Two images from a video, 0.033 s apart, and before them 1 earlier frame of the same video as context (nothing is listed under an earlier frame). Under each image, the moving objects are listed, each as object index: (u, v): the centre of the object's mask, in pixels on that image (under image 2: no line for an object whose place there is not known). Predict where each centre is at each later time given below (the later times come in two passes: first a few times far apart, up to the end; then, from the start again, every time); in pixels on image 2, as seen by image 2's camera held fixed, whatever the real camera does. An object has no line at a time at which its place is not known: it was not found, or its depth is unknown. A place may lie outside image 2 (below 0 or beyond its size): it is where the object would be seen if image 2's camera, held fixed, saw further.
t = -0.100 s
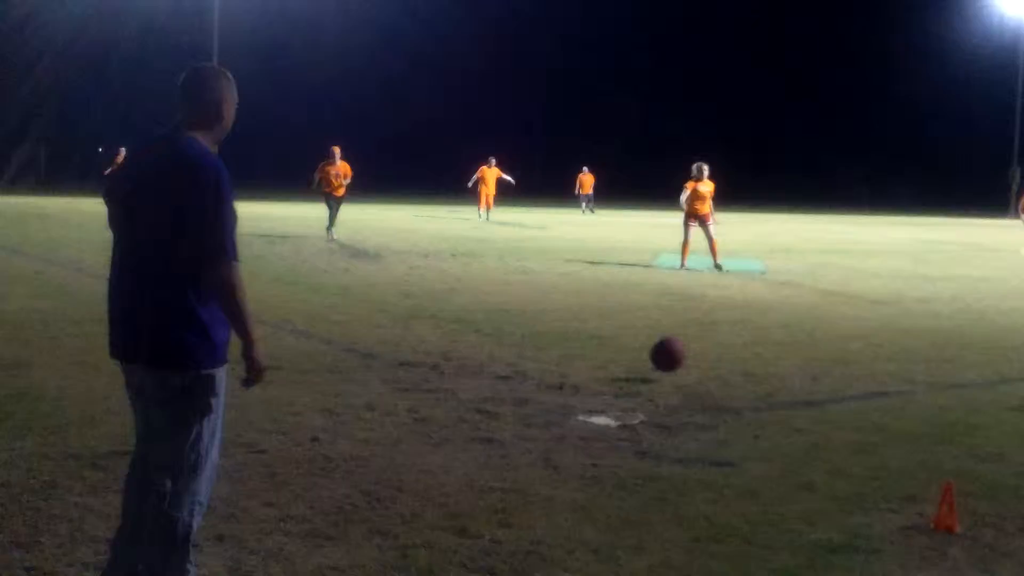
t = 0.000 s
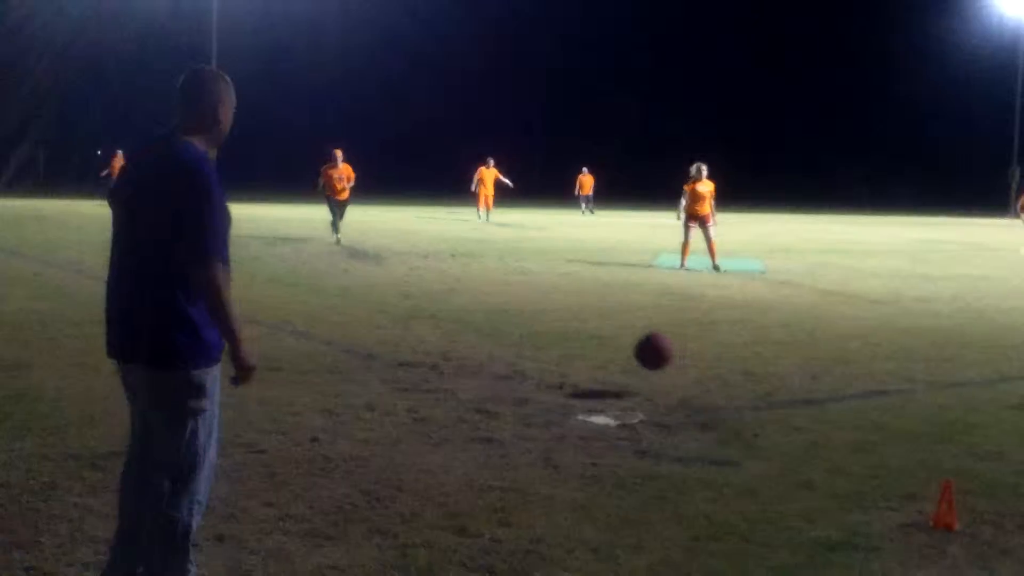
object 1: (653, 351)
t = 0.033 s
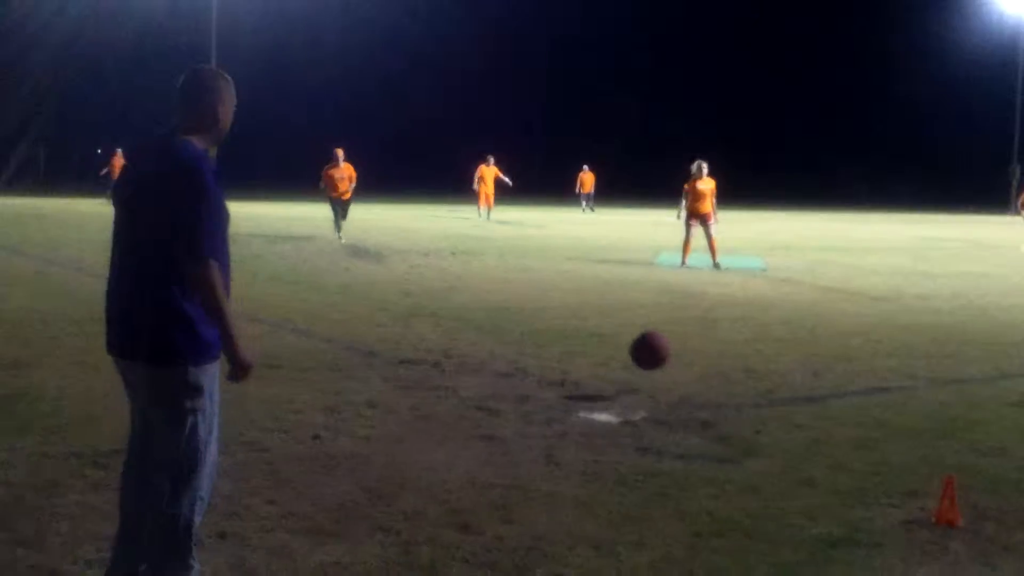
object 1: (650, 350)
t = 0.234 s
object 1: (612, 408)
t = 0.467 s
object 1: (553, 444)
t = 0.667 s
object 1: (482, 498)
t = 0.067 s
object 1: (644, 355)
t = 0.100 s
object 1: (638, 361)
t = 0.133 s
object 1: (631, 368)
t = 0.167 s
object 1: (625, 379)
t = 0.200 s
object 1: (618, 393)
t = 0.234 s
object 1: (612, 408)
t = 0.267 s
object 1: (602, 418)
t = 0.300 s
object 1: (596, 417)
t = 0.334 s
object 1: (587, 419)
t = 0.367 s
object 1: (580, 421)
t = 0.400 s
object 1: (571, 426)
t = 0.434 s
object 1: (562, 433)
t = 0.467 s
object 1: (553, 444)
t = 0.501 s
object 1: (541, 461)
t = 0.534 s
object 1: (529, 470)
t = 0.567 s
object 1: (520, 471)
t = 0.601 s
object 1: (507, 478)
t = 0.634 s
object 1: (494, 487)
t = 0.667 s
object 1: (482, 498)
